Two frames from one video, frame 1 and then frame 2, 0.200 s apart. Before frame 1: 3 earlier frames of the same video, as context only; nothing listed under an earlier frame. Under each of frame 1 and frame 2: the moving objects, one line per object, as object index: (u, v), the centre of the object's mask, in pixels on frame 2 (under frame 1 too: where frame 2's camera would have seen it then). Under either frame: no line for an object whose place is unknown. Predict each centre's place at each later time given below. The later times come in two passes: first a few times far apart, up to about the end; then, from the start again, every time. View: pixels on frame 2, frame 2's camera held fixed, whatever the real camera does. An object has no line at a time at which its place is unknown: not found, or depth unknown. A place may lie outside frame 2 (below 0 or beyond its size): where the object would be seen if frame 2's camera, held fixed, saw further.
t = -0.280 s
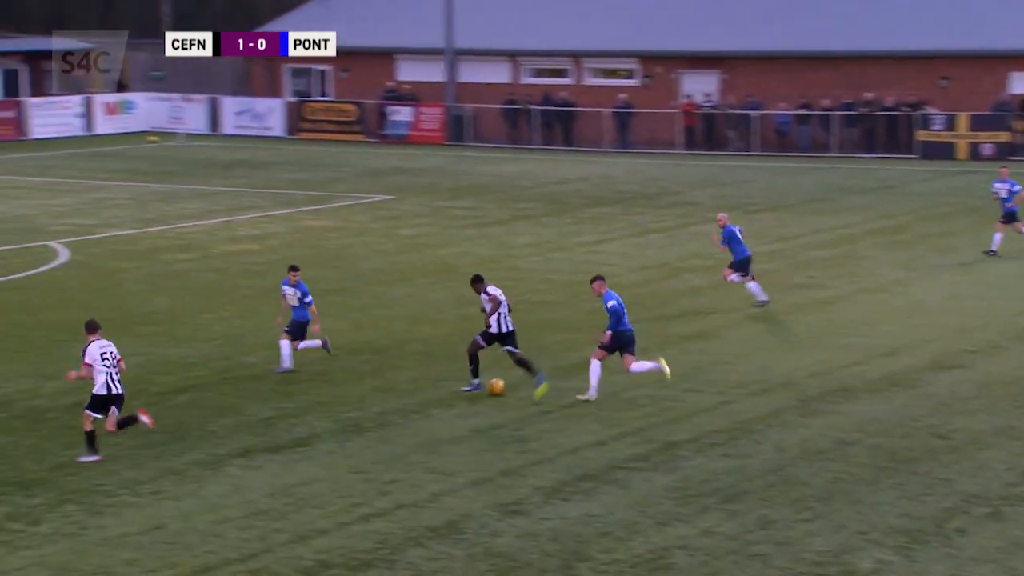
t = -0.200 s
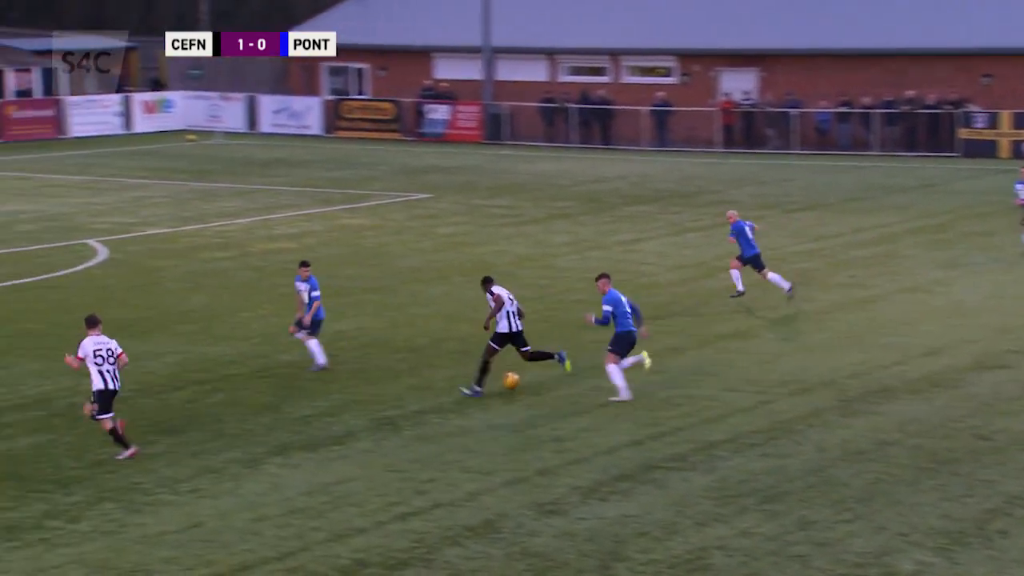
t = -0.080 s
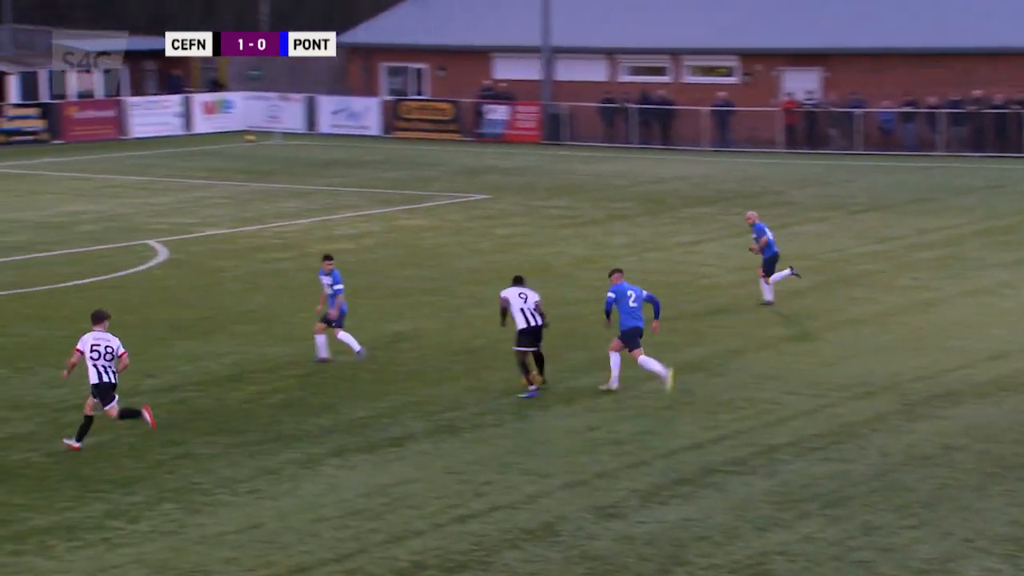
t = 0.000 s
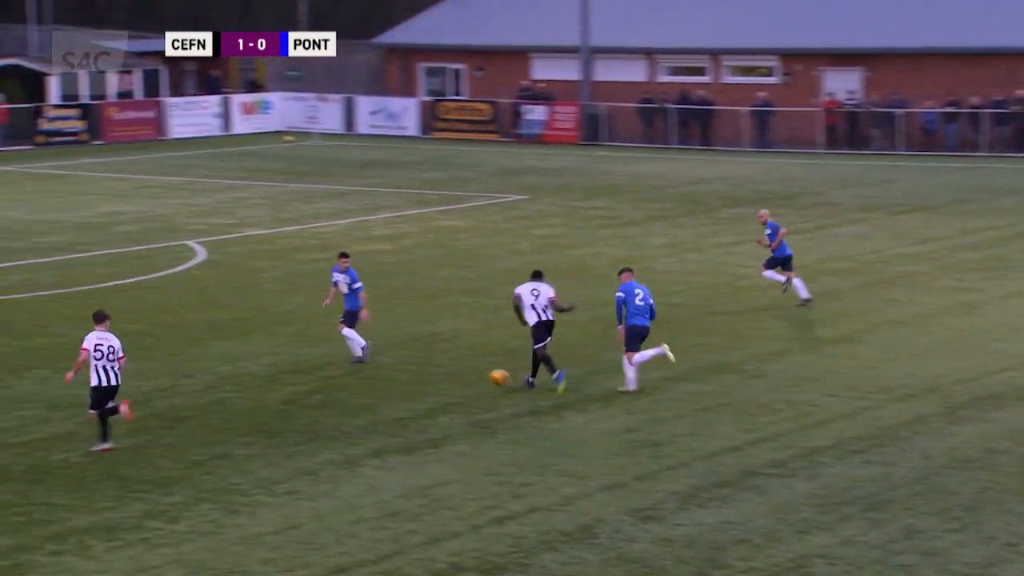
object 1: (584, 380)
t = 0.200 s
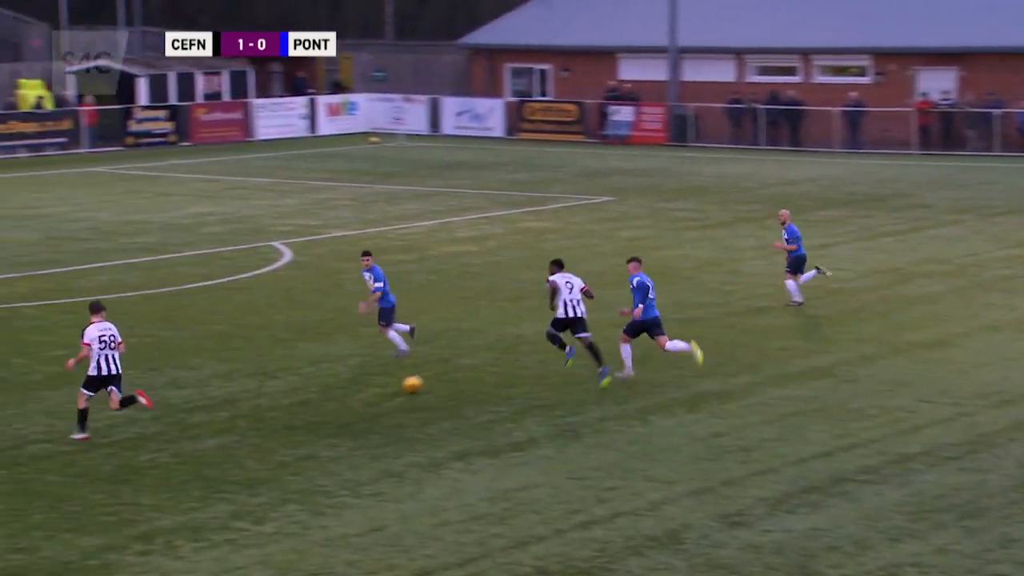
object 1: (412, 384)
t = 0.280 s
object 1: (354, 378)
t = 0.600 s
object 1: (137, 380)
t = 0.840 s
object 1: (-5, 386)
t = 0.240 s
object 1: (382, 382)
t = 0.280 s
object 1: (354, 378)
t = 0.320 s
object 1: (325, 375)
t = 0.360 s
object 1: (298, 375)
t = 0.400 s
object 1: (269, 375)
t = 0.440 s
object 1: (242, 377)
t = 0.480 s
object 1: (214, 380)
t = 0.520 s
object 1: (186, 385)
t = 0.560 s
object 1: (161, 383)
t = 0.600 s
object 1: (137, 380)
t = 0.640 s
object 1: (114, 378)
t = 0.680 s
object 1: (89, 378)
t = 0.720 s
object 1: (66, 378)
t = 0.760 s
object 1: (42, 380)
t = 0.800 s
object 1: (19, 384)
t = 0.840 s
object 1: (-5, 386)
